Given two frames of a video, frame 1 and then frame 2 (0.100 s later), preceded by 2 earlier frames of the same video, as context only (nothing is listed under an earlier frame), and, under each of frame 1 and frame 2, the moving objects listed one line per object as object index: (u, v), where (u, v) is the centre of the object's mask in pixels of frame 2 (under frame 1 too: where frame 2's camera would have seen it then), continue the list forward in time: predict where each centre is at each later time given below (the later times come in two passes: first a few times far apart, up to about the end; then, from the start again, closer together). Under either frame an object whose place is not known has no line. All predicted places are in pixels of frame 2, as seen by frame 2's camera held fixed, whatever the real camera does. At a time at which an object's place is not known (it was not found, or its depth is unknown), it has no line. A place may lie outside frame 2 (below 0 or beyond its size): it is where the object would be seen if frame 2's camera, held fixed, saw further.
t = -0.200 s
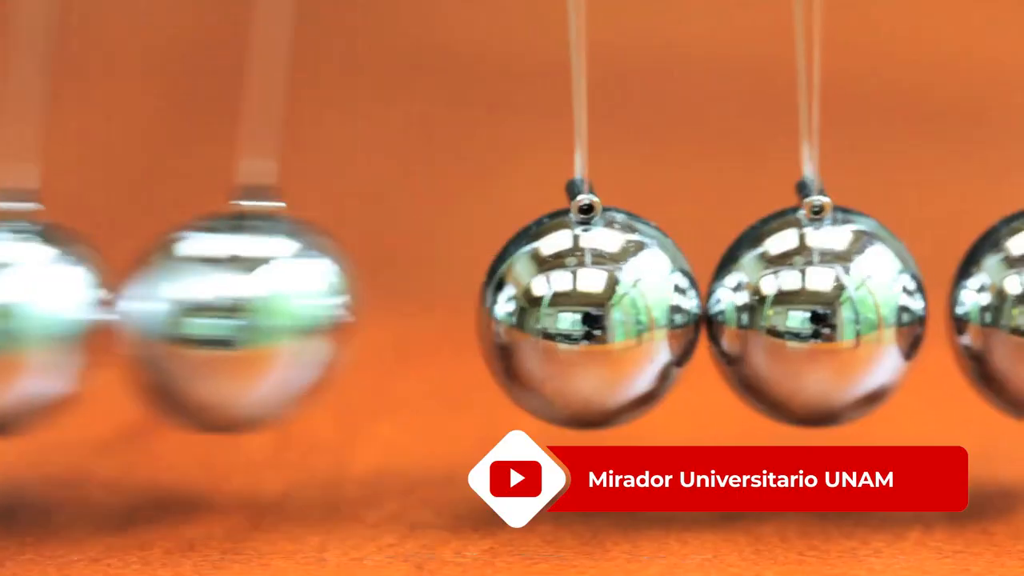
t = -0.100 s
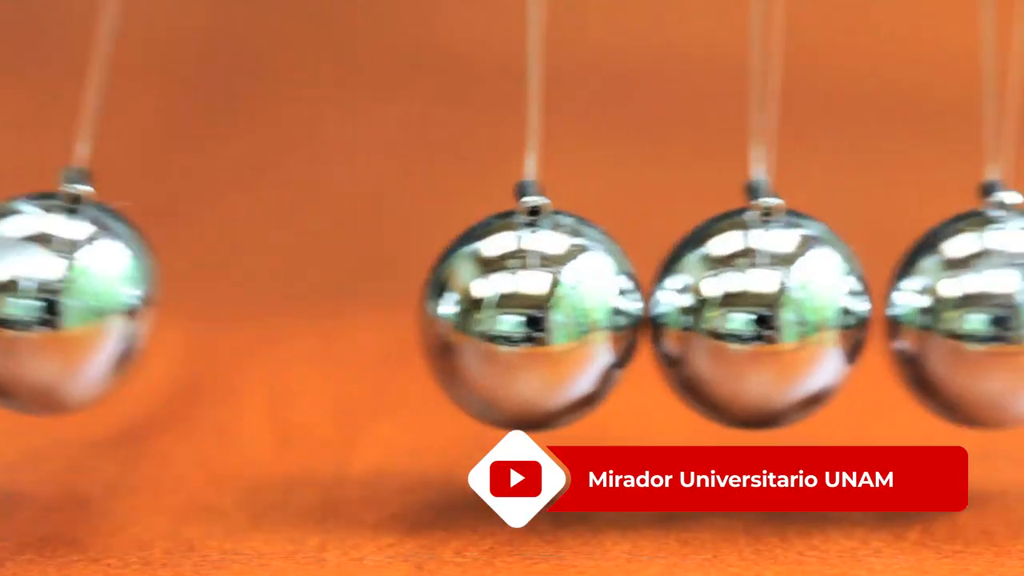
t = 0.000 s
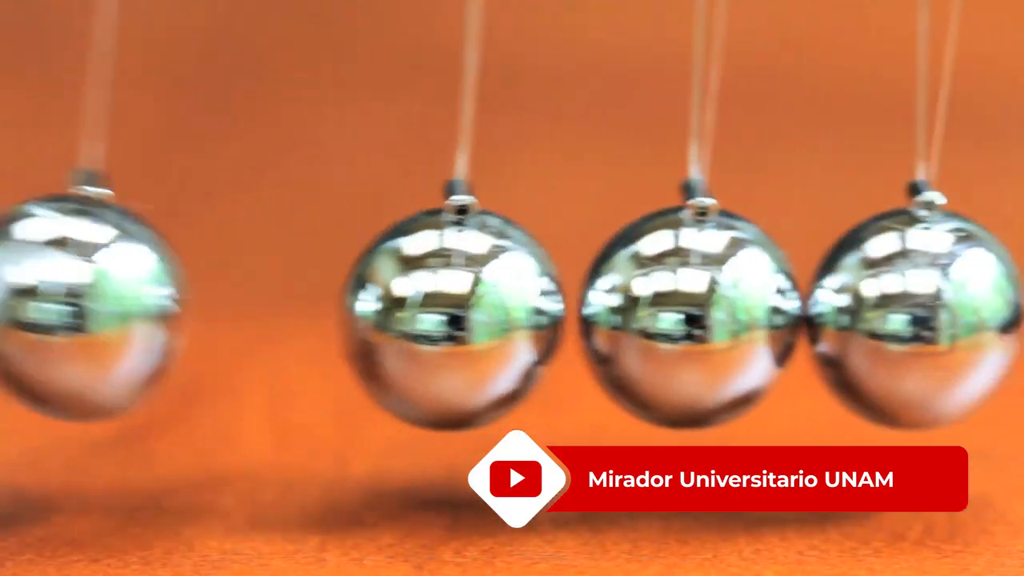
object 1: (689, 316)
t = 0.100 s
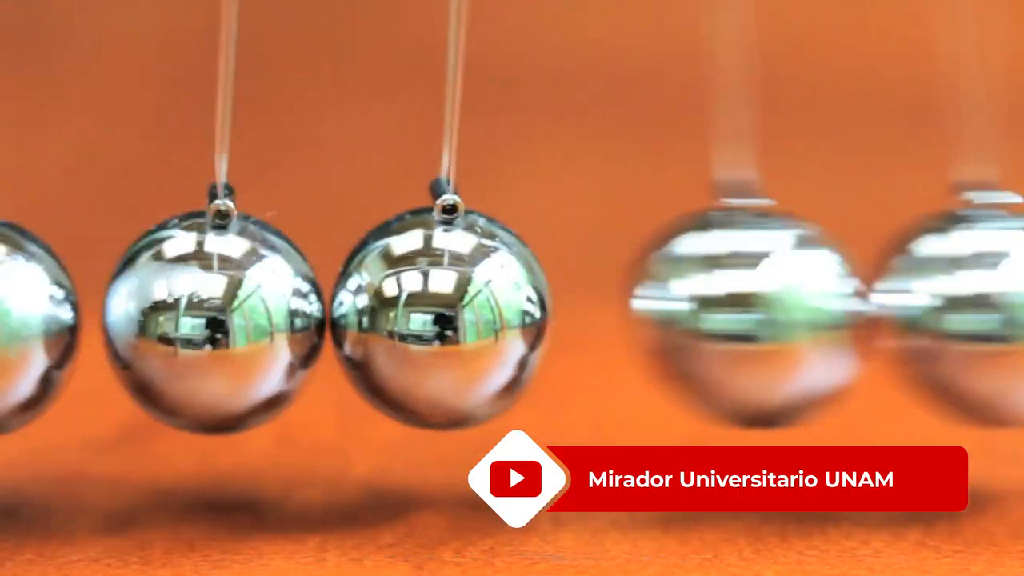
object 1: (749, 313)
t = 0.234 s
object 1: (966, 291)
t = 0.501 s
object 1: (809, 314)
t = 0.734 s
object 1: (725, 313)
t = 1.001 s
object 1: (881, 307)
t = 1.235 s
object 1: (719, 315)
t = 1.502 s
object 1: (937, 299)
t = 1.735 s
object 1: (876, 310)
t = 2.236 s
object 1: (919, 304)
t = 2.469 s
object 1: (781, 314)
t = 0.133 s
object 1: (834, 310)
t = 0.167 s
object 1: (909, 303)
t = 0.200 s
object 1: (949, 295)
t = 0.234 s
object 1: (966, 291)
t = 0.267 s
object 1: (969, 292)
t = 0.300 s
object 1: (963, 294)
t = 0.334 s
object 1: (937, 299)
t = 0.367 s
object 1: (874, 307)
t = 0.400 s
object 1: (844, 313)
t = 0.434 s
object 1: (843, 313)
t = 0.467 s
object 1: (830, 314)
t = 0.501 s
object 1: (809, 314)
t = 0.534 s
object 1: (781, 314)
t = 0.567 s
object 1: (750, 315)
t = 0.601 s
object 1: (719, 315)
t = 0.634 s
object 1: (687, 314)
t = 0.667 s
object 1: (662, 314)
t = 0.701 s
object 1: (651, 314)
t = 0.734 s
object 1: (725, 313)
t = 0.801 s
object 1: (885, 305)
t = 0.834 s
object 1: (937, 297)
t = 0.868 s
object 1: (956, 294)
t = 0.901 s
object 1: (960, 295)
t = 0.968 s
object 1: (932, 300)
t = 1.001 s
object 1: (881, 307)
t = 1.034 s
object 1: (869, 311)
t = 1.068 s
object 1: (869, 311)
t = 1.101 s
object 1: (856, 312)
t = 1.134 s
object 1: (832, 312)
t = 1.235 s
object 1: (719, 315)
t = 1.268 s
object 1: (681, 314)
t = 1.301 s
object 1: (651, 313)
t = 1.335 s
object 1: (643, 312)
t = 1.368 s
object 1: (713, 313)
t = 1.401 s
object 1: (785, 312)
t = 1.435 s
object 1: (853, 308)
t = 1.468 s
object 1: (909, 303)
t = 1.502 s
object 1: (937, 299)
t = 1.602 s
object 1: (932, 301)
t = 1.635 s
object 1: (892, 306)
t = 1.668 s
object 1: (885, 309)
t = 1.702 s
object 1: (887, 309)
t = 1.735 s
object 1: (876, 310)
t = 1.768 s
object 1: (847, 311)
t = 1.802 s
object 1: (809, 313)
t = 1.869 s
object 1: (721, 315)
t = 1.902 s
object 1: (679, 313)
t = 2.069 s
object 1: (827, 311)
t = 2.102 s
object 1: (882, 306)
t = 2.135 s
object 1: (921, 303)
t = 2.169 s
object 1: (931, 302)
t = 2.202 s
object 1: (931, 302)
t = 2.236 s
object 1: (919, 304)
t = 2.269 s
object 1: (883, 308)
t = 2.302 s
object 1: (891, 308)
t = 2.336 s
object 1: (895, 308)
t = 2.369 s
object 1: (884, 309)
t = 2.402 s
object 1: (861, 310)
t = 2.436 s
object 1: (825, 312)
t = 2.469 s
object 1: (781, 314)
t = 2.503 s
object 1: (733, 314)
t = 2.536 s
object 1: (687, 314)
